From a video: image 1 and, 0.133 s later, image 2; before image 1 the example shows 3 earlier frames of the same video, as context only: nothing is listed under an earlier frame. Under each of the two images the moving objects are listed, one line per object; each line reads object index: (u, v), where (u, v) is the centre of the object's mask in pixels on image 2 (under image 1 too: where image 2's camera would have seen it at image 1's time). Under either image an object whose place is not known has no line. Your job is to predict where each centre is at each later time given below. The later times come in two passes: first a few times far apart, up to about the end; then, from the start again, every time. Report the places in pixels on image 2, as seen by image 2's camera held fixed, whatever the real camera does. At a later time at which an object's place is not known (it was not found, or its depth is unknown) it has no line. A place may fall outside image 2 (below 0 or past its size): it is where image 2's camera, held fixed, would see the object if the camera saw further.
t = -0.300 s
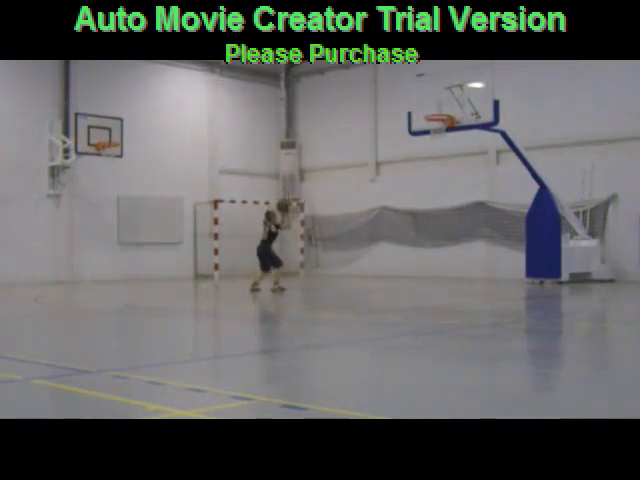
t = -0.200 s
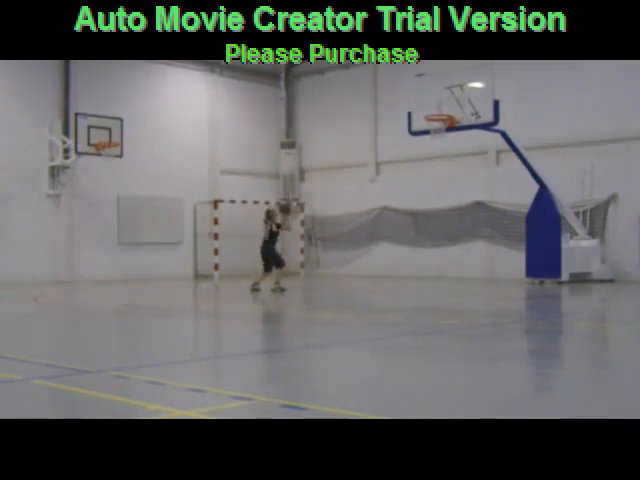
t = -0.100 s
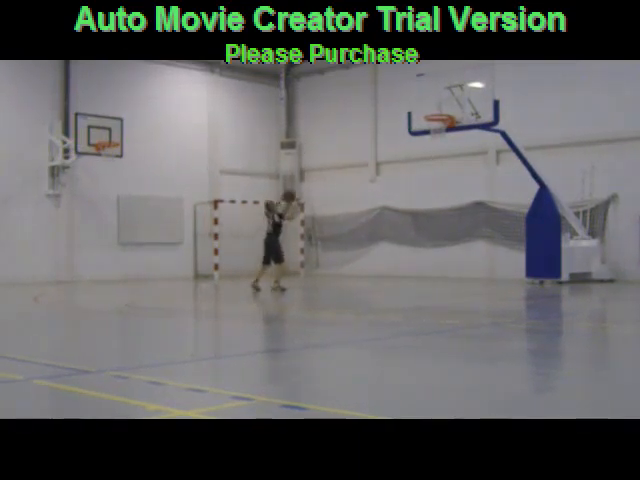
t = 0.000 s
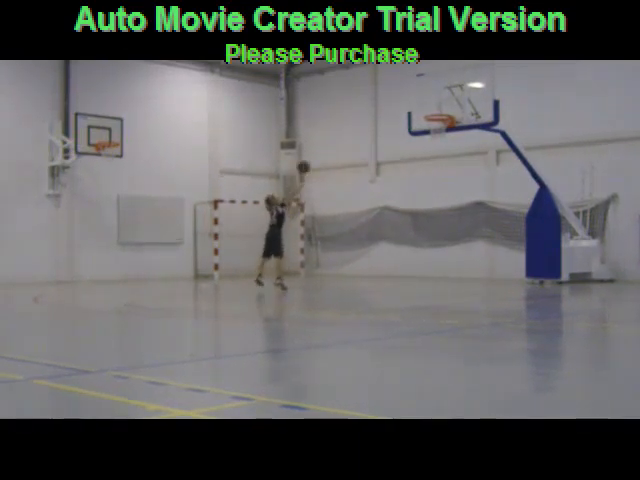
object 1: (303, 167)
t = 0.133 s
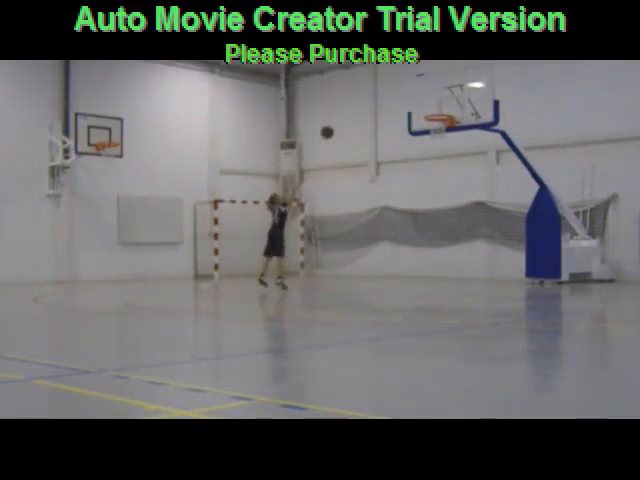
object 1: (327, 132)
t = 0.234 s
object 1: (344, 112)
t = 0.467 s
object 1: (385, 89)
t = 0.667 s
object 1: (420, 93)
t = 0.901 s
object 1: (446, 102)
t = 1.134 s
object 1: (450, 100)
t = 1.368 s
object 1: (442, 111)
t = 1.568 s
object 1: (431, 127)
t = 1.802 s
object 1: (431, 150)
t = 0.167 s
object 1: (333, 125)
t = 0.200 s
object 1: (339, 118)
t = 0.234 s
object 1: (344, 112)
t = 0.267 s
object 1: (350, 107)
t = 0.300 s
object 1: (356, 103)
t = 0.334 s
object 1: (362, 99)
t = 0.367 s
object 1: (368, 95)
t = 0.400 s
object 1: (373, 93)
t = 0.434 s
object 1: (379, 90)
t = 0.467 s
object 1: (385, 89)
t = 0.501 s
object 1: (391, 88)
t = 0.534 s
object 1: (397, 88)
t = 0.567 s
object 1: (402, 88)
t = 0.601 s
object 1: (408, 89)
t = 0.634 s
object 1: (414, 91)
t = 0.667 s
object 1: (420, 93)
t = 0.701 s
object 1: (425, 96)
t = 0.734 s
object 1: (431, 99)
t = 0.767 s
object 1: (437, 103)
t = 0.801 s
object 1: (443, 107)
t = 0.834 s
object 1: (445, 108)
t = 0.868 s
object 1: (446, 104)
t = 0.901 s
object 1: (446, 102)
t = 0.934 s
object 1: (447, 100)
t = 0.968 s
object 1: (447, 98)
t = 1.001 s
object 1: (448, 97)
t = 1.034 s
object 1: (448, 97)
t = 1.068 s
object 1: (449, 98)
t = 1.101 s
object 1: (449, 98)
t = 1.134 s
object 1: (450, 100)
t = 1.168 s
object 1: (450, 102)
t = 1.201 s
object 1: (449, 103)
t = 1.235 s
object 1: (447, 104)
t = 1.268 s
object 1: (446, 106)
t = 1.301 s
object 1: (445, 108)
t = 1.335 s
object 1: (444, 110)
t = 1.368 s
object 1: (442, 111)
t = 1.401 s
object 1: (439, 113)
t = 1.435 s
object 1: (438, 116)
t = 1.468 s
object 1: (437, 120)
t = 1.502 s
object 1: (433, 122)
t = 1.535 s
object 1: (432, 125)
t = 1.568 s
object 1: (431, 127)
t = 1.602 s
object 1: (430, 130)
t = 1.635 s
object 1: (430, 132)
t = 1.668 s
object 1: (431, 135)
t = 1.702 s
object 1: (431, 137)
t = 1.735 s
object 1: (431, 140)
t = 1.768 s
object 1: (431, 144)
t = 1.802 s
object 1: (431, 150)
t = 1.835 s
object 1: (431, 155)
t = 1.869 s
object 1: (431, 161)
